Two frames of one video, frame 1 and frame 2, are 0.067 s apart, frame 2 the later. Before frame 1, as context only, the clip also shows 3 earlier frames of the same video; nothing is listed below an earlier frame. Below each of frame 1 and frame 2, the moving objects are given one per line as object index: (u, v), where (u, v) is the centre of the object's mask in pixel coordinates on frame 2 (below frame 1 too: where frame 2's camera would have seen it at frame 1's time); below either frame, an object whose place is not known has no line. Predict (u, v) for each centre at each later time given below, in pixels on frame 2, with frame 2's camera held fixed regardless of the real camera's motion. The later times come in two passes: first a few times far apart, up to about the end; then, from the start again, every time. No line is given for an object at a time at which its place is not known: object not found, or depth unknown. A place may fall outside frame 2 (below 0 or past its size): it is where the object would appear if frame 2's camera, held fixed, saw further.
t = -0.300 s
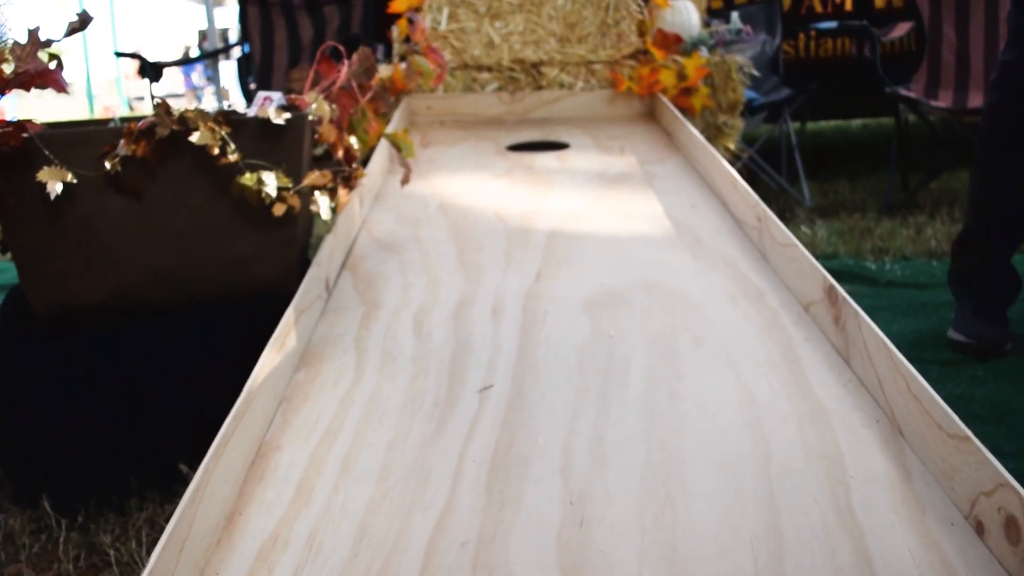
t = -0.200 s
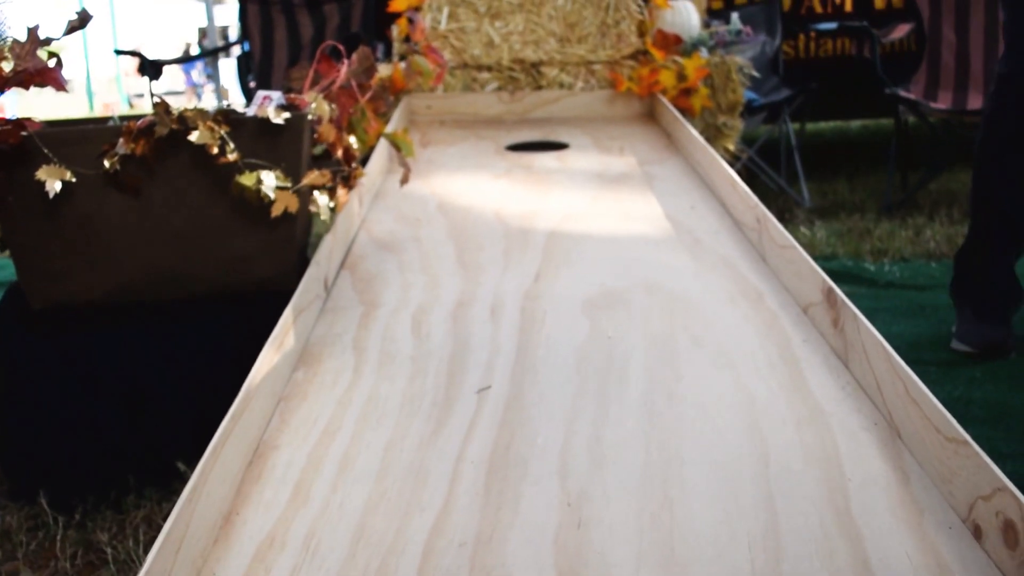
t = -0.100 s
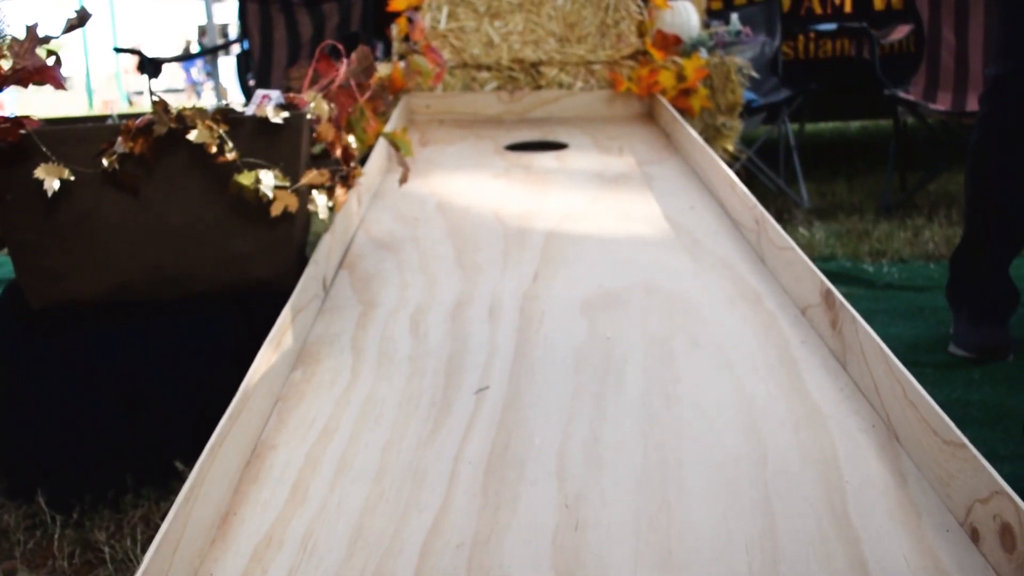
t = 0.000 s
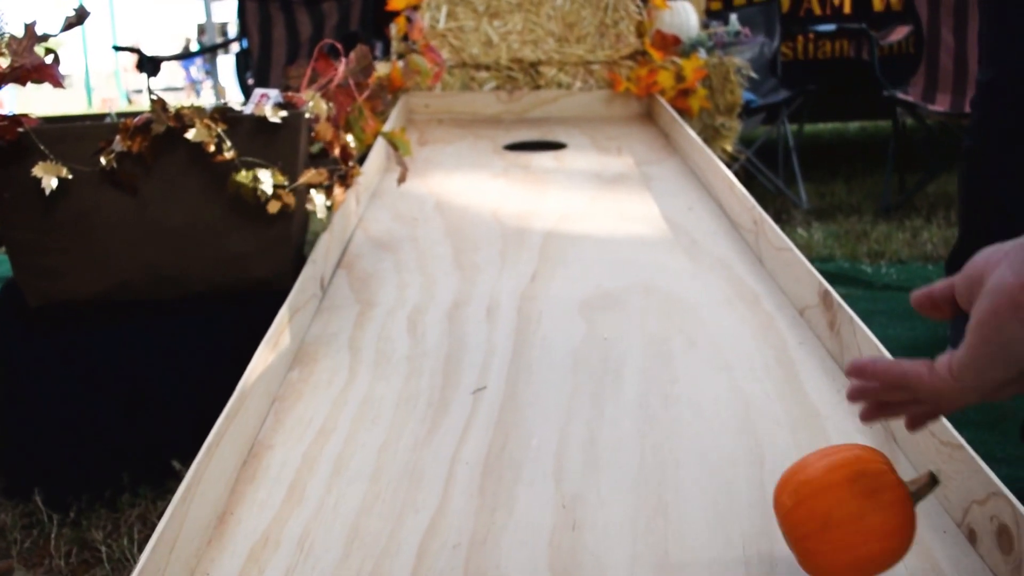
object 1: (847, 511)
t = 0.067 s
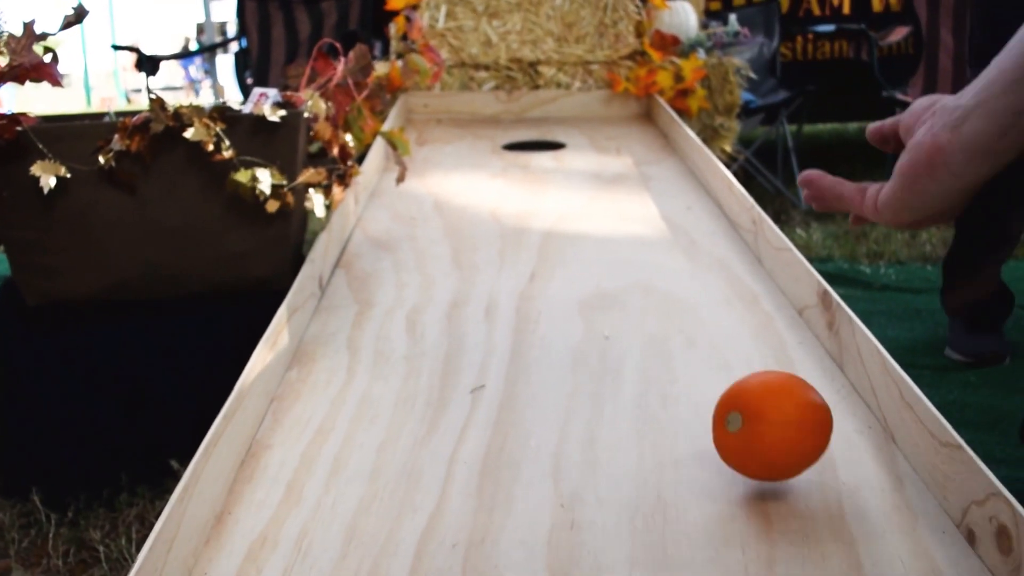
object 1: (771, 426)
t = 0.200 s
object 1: (703, 314)
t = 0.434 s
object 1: (646, 206)
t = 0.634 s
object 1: (623, 159)
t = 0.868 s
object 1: (606, 126)
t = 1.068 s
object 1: (599, 109)
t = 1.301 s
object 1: (601, 100)
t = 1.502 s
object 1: (614, 108)
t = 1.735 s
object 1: (635, 121)
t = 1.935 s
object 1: (657, 136)
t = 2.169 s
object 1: (666, 163)
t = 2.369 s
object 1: (680, 196)
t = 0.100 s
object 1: (753, 385)
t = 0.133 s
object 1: (733, 358)
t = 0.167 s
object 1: (717, 339)
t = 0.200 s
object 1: (703, 314)
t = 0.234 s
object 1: (693, 293)
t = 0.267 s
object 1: (681, 274)
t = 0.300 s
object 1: (672, 257)
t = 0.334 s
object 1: (664, 242)
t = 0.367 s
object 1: (658, 229)
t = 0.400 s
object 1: (652, 217)
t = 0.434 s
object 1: (646, 206)
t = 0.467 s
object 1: (642, 197)
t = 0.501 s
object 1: (637, 189)
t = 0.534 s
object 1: (635, 178)
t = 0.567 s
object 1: (631, 172)
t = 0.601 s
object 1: (627, 164)
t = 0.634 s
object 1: (623, 159)
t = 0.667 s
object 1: (619, 152)
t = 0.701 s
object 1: (617, 148)
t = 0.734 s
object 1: (616, 141)
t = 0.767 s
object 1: (613, 136)
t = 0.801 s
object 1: (610, 134)
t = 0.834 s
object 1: (607, 130)
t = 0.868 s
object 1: (606, 126)
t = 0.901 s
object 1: (605, 124)
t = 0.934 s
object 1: (604, 119)
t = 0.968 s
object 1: (602, 117)
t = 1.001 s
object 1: (600, 114)
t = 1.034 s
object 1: (599, 112)
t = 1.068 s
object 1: (599, 109)
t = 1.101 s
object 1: (598, 107)
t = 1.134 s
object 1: (598, 104)
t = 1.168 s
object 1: (598, 102)
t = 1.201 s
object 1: (597, 101)
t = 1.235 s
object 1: (597, 98)
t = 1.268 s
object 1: (598, 96)
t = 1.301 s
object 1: (601, 100)
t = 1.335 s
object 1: (603, 101)
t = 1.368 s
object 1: (605, 101)
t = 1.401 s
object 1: (607, 104)
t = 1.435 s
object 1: (609, 105)
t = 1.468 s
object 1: (612, 106)
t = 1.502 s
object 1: (614, 108)
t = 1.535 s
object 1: (616, 109)
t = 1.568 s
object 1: (618, 110)
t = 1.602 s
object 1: (621, 112)
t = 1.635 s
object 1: (624, 114)
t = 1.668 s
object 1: (627, 116)
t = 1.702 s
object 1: (630, 118)
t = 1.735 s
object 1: (635, 121)
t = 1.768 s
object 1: (639, 122)
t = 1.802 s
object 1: (644, 125)
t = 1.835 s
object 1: (648, 128)
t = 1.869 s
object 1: (653, 131)
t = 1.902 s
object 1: (656, 133)
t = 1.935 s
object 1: (657, 136)
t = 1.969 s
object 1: (659, 140)
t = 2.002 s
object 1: (659, 142)
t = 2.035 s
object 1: (660, 147)
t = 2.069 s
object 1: (662, 151)
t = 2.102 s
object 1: (664, 156)
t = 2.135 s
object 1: (665, 159)
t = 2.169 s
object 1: (666, 163)
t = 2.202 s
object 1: (669, 167)
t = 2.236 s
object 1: (672, 171)
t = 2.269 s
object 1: (674, 176)
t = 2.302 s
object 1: (675, 178)
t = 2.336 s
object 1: (678, 189)
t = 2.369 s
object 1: (680, 196)
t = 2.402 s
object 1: (681, 203)
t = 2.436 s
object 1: (682, 208)
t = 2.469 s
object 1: (684, 217)
